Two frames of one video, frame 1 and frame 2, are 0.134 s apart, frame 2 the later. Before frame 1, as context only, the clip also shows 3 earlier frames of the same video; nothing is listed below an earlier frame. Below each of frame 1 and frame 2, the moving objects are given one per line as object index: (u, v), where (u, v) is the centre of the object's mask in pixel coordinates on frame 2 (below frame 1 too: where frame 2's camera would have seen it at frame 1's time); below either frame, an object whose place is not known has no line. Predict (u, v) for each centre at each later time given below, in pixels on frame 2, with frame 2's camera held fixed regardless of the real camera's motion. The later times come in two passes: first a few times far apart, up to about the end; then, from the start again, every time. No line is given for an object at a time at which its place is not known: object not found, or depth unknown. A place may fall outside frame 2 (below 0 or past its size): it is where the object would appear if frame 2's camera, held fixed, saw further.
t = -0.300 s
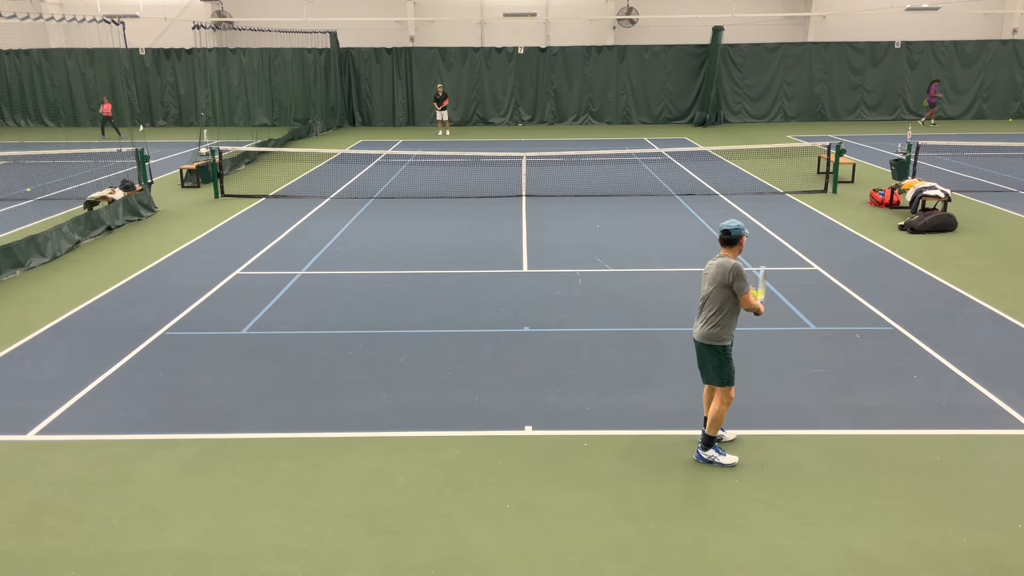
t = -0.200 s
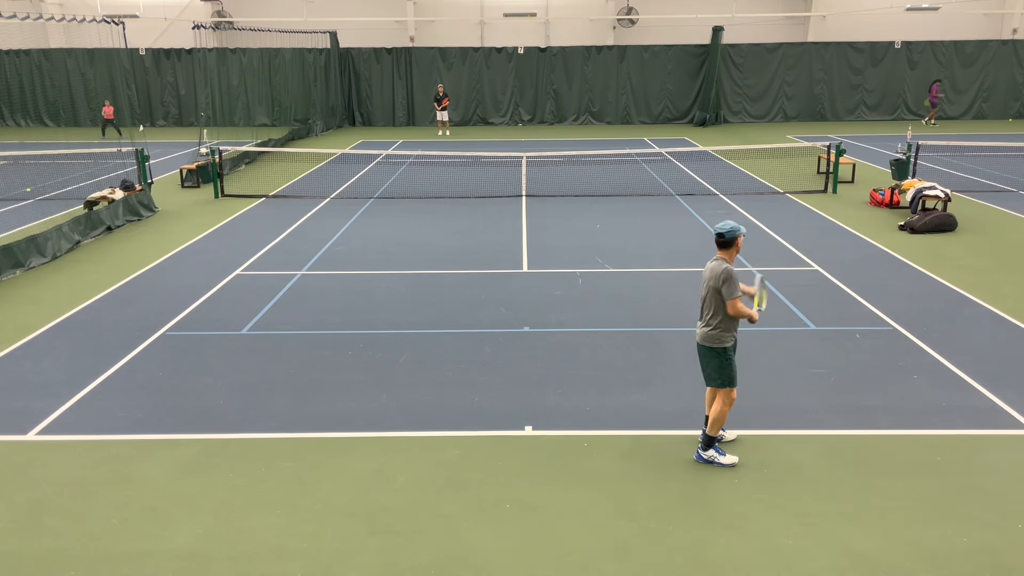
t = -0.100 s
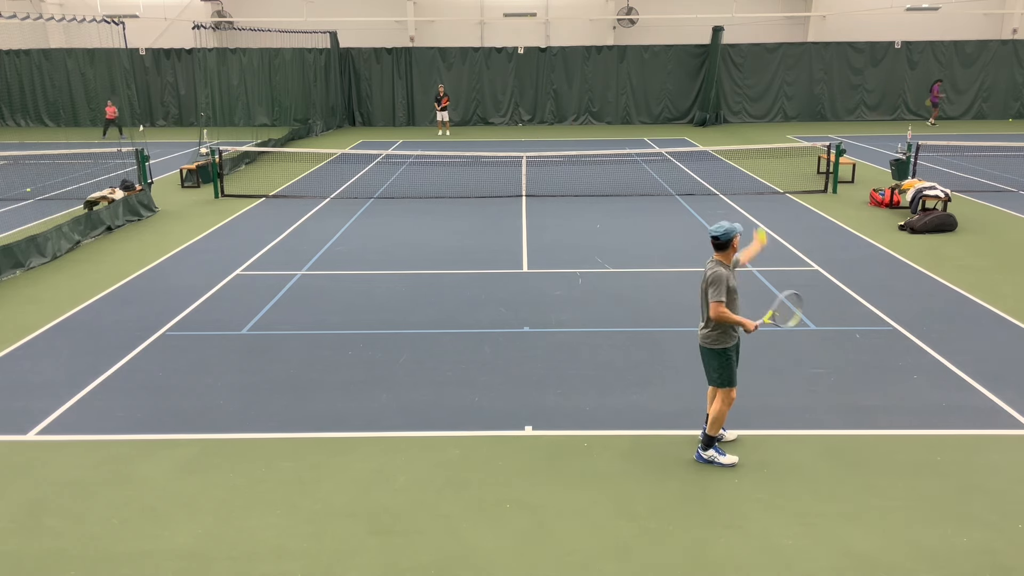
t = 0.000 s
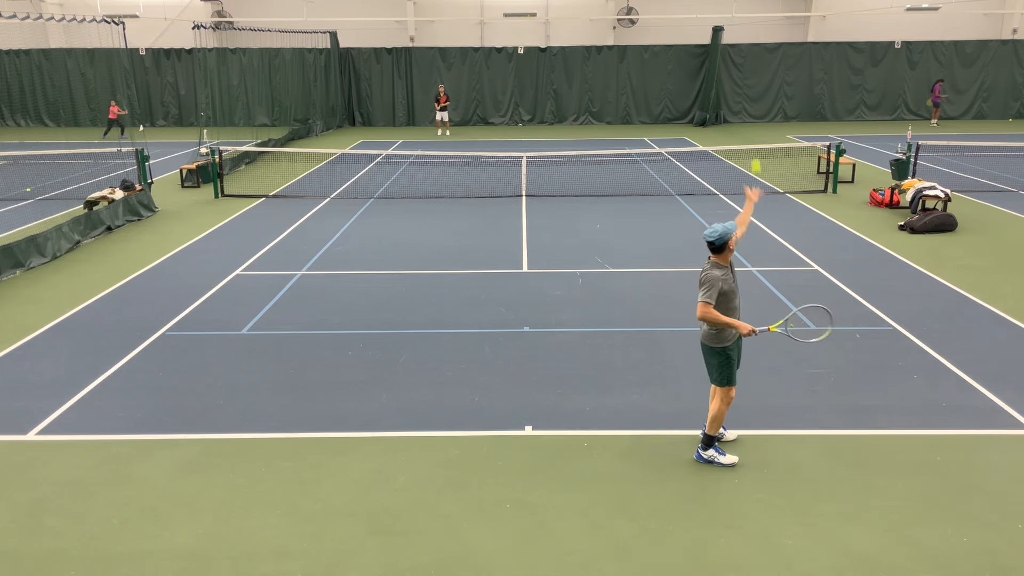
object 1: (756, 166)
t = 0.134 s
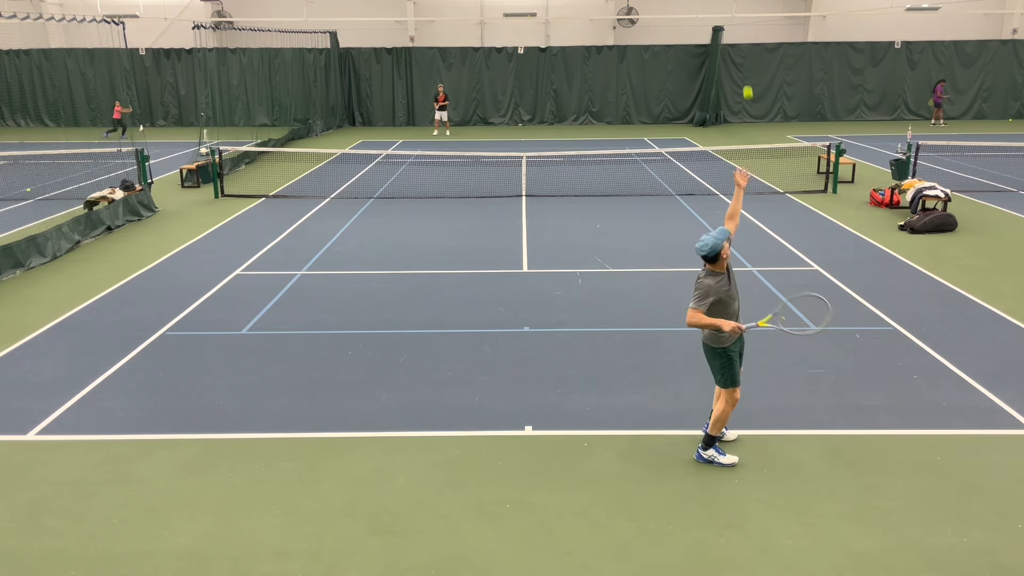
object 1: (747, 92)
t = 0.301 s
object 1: (735, 30)
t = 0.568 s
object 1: (710, 6)
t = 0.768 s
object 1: (688, 52)
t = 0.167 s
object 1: (745, 76)
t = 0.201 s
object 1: (743, 63)
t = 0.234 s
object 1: (740, 50)
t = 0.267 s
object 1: (738, 40)
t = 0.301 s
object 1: (735, 30)
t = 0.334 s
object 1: (732, 21)
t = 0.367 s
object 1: (729, 15)
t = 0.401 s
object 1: (726, 10)
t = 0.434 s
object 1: (723, 6)
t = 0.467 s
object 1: (720, 4)
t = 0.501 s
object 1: (717, 4)
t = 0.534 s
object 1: (713, 4)
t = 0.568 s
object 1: (710, 6)
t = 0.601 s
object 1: (707, 11)
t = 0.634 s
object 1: (703, 16)
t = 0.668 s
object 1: (699, 23)
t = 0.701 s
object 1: (696, 31)
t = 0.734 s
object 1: (692, 41)
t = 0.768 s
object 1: (688, 52)
